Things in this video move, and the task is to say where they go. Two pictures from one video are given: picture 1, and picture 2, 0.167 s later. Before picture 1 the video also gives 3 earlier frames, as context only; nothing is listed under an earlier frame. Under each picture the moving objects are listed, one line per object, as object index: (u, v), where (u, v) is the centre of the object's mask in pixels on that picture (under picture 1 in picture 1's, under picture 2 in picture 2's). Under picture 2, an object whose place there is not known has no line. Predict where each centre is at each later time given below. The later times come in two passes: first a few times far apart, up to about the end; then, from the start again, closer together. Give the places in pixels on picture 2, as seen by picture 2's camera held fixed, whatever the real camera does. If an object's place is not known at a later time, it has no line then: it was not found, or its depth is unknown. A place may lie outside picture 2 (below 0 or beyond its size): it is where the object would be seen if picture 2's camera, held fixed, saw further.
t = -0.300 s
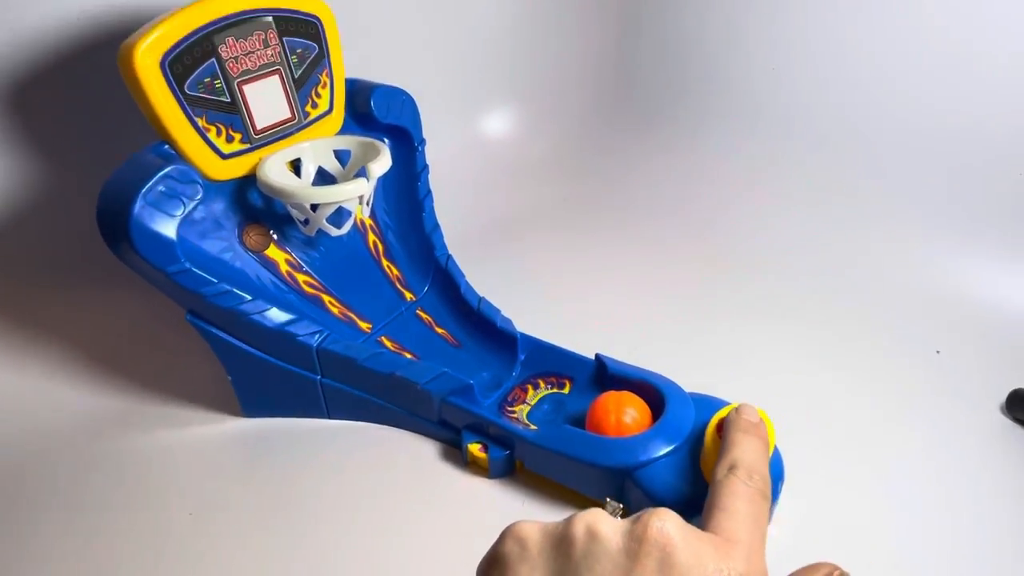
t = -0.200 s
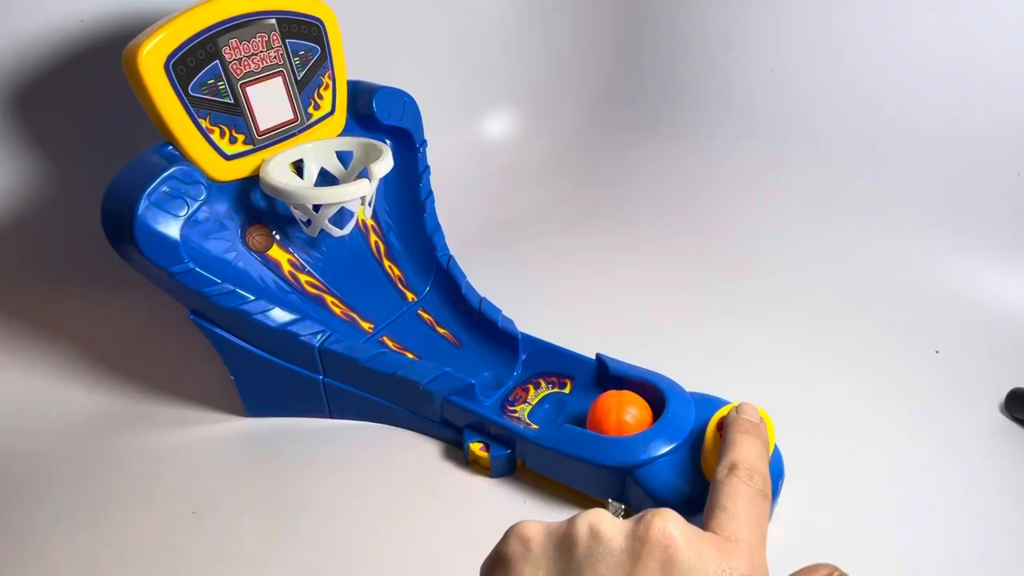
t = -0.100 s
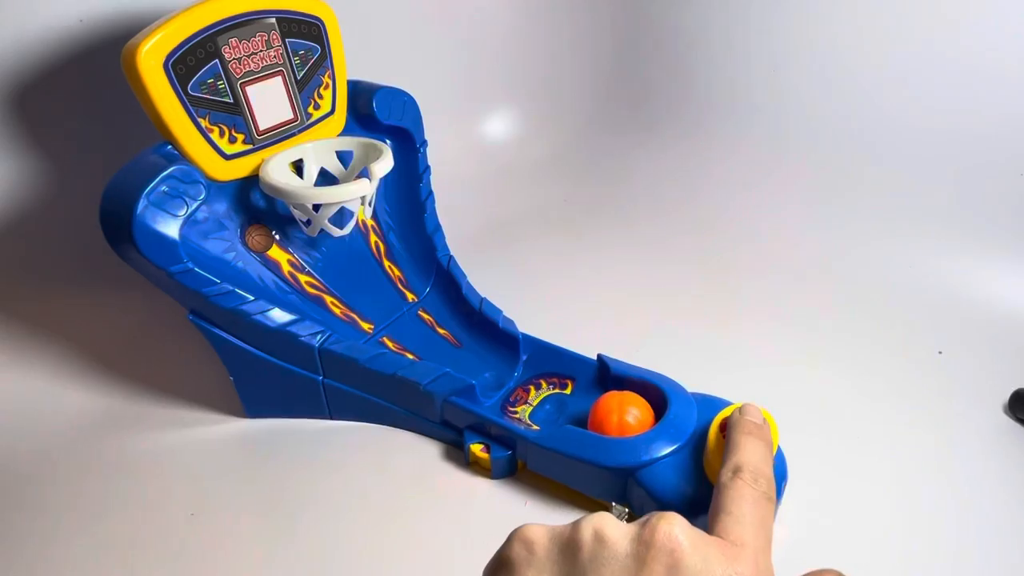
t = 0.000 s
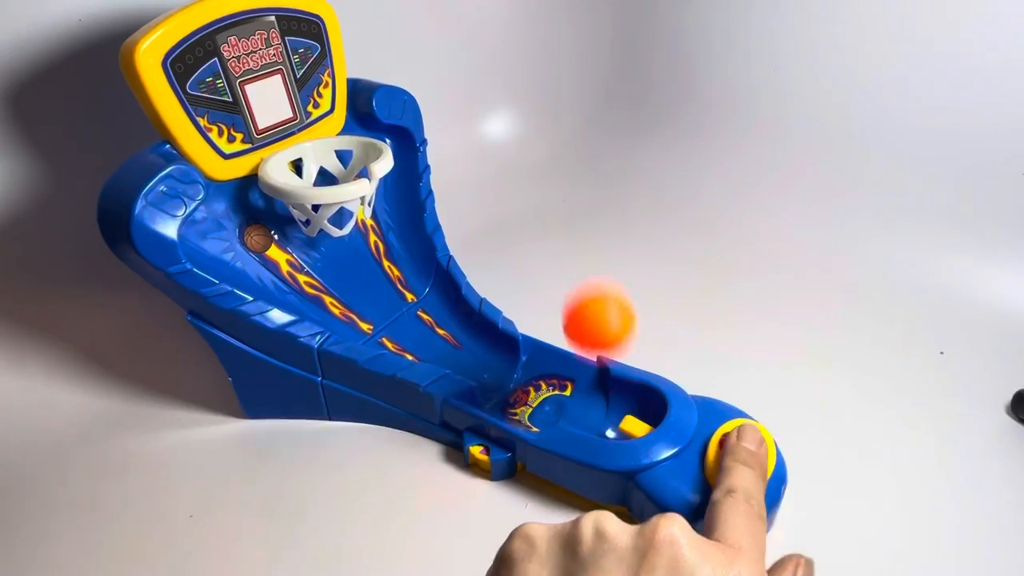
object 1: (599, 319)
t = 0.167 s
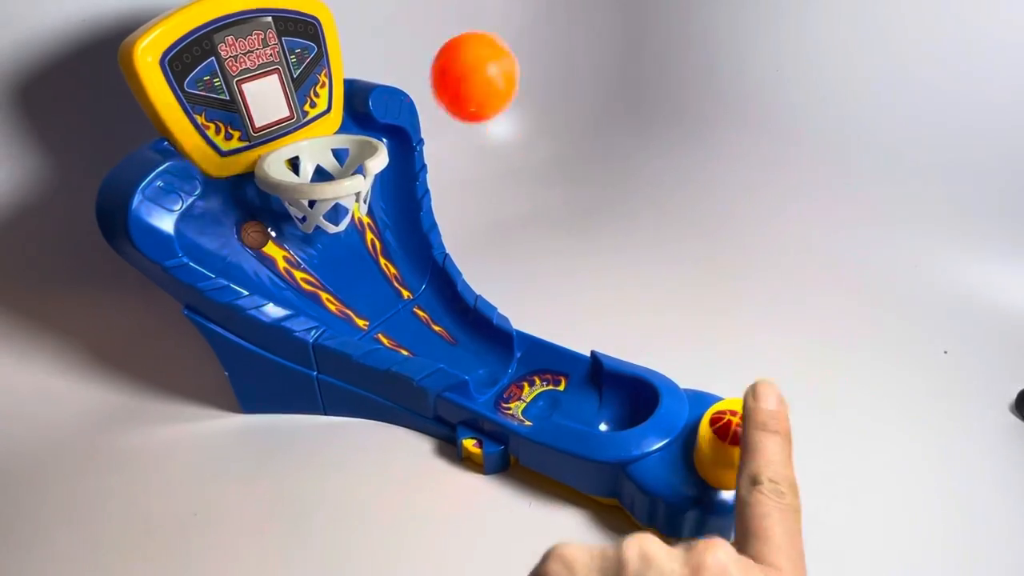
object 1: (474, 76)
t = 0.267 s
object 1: (418, 237)
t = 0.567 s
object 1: (443, 324)
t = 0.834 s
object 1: (613, 409)
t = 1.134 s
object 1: (610, 410)
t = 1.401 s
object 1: (611, 410)
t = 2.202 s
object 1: (611, 410)
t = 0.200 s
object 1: (451, 107)
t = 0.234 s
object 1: (430, 164)
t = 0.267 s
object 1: (418, 237)
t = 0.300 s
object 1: (410, 318)
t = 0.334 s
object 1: (384, 286)
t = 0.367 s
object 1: (362, 259)
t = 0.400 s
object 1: (364, 240)
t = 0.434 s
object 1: (375, 245)
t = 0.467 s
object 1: (394, 261)
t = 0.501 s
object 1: (419, 278)
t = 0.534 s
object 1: (428, 300)
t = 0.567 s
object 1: (443, 324)
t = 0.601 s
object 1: (462, 344)
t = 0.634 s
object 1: (484, 360)
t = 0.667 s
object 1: (508, 367)
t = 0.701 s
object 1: (532, 376)
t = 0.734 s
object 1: (554, 386)
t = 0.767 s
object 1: (573, 397)
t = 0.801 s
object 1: (593, 405)
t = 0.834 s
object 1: (613, 409)
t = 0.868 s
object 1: (616, 403)
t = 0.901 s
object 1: (607, 407)
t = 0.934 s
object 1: (609, 409)
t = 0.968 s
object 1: (614, 409)
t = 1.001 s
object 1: (608, 409)
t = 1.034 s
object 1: (607, 409)
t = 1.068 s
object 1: (610, 409)
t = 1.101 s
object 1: (611, 410)
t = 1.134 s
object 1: (610, 410)
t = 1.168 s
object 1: (611, 410)
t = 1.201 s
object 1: (611, 410)
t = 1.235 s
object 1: (611, 410)
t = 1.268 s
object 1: (611, 410)
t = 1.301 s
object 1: (611, 410)
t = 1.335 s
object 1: (611, 410)
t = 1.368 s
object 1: (611, 410)
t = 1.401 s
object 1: (611, 410)
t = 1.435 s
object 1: (611, 410)
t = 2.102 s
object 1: (611, 410)
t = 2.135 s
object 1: (611, 410)
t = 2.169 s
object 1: (611, 410)
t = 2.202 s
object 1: (611, 410)
